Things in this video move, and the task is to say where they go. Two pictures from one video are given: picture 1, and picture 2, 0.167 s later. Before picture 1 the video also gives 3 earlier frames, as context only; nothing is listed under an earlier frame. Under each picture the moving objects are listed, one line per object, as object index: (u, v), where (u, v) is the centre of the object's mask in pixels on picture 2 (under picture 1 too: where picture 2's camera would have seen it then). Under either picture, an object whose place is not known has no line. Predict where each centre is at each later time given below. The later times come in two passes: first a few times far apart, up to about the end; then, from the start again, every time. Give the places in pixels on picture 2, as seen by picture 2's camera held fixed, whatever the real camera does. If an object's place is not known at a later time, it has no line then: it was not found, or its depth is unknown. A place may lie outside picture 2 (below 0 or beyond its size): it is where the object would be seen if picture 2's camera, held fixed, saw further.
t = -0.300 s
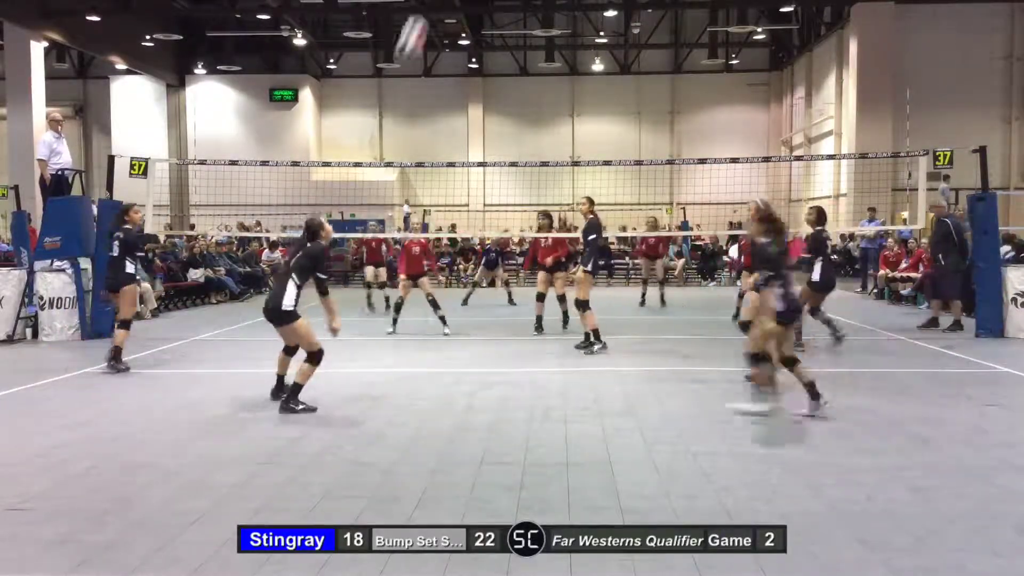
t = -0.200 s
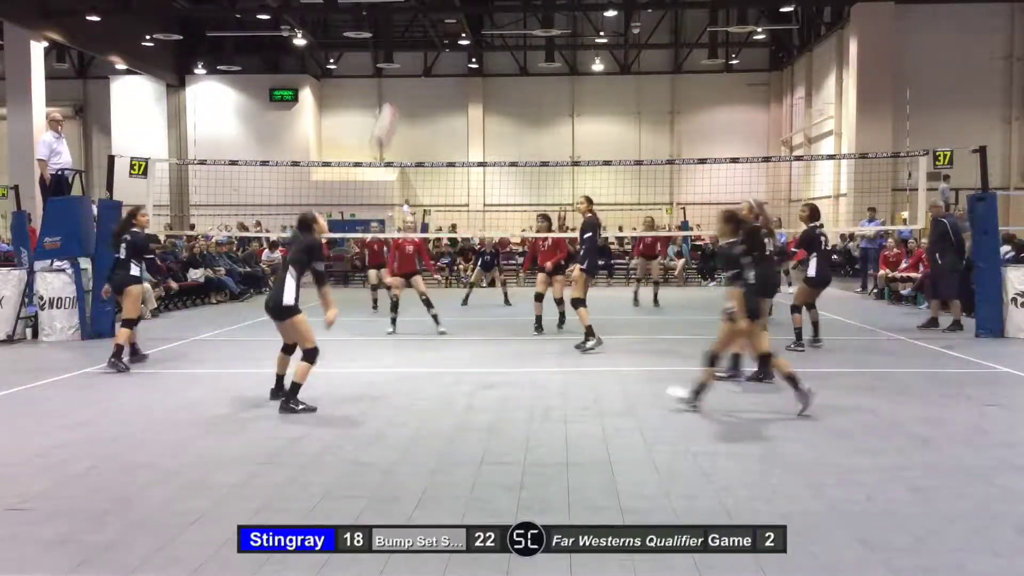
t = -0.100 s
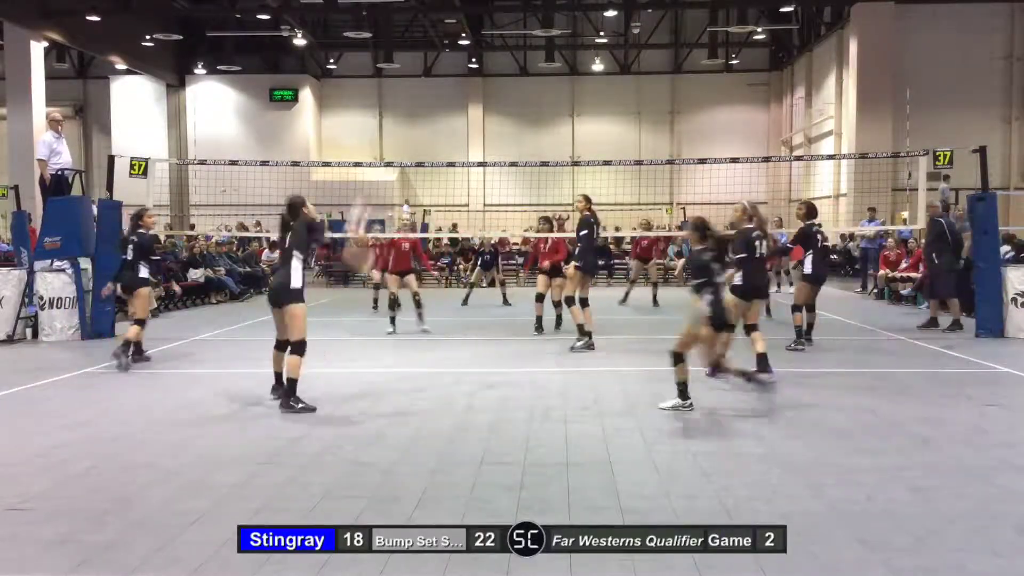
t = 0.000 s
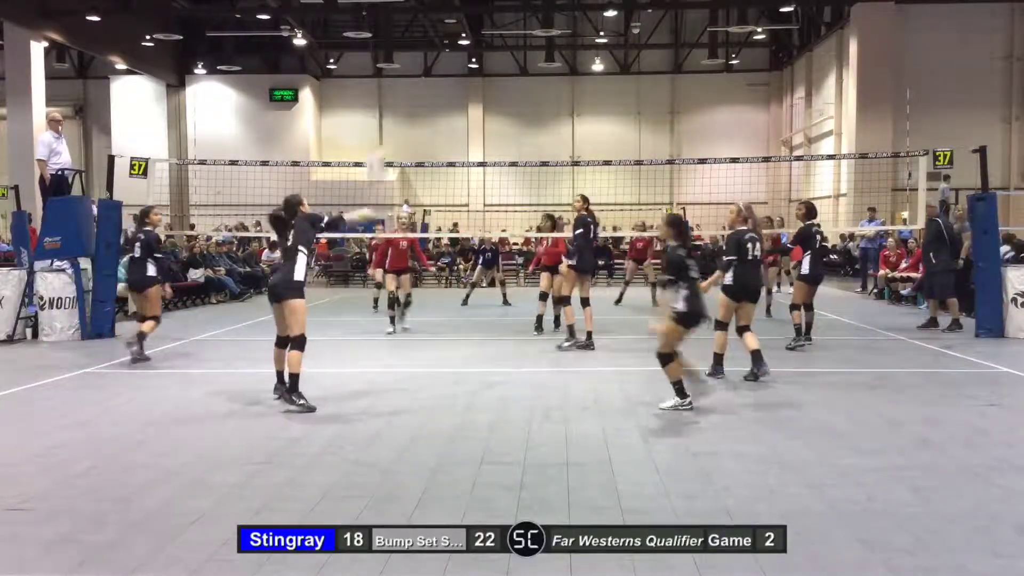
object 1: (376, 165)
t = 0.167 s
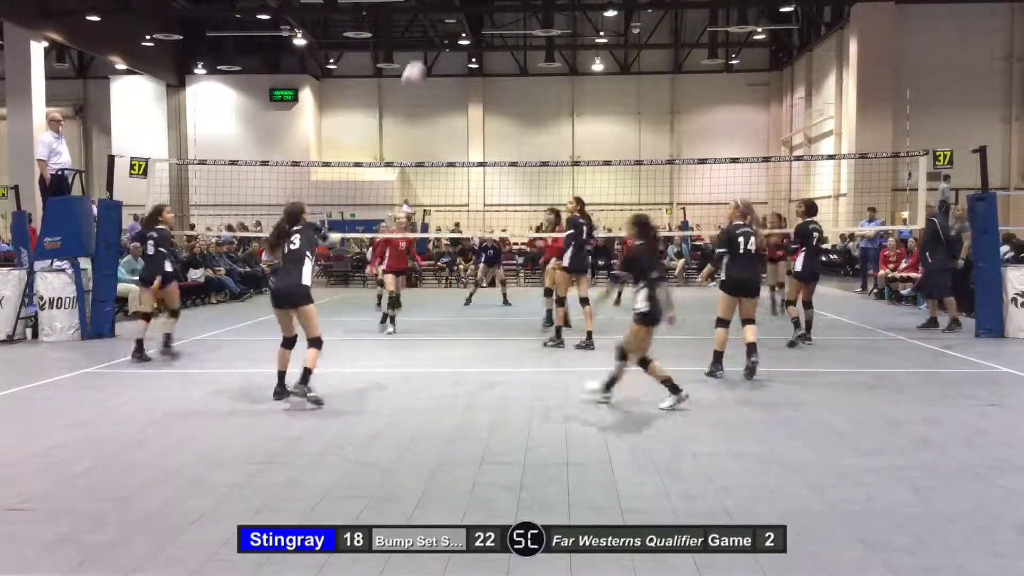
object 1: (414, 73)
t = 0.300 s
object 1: (437, 38)
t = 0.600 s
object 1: (475, 26)
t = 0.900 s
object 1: (501, 75)
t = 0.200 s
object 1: (420, 63)
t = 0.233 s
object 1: (426, 52)
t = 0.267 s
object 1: (432, 44)
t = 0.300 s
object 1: (437, 38)
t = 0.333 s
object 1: (442, 32)
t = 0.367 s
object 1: (446, 28)
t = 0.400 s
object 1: (451, 24)
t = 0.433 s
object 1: (455, 22)
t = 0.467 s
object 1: (459, 21)
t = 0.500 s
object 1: (464, 21)
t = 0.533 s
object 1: (468, 22)
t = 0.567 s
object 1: (471, 24)
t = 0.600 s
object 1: (475, 26)
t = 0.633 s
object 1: (479, 29)
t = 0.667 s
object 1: (482, 33)
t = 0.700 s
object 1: (485, 37)
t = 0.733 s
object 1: (487, 42)
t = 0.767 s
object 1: (491, 46)
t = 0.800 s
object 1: (494, 53)
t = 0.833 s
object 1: (496, 60)
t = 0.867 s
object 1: (499, 68)
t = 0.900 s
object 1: (501, 75)
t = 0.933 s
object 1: (504, 83)
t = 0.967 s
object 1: (506, 91)
